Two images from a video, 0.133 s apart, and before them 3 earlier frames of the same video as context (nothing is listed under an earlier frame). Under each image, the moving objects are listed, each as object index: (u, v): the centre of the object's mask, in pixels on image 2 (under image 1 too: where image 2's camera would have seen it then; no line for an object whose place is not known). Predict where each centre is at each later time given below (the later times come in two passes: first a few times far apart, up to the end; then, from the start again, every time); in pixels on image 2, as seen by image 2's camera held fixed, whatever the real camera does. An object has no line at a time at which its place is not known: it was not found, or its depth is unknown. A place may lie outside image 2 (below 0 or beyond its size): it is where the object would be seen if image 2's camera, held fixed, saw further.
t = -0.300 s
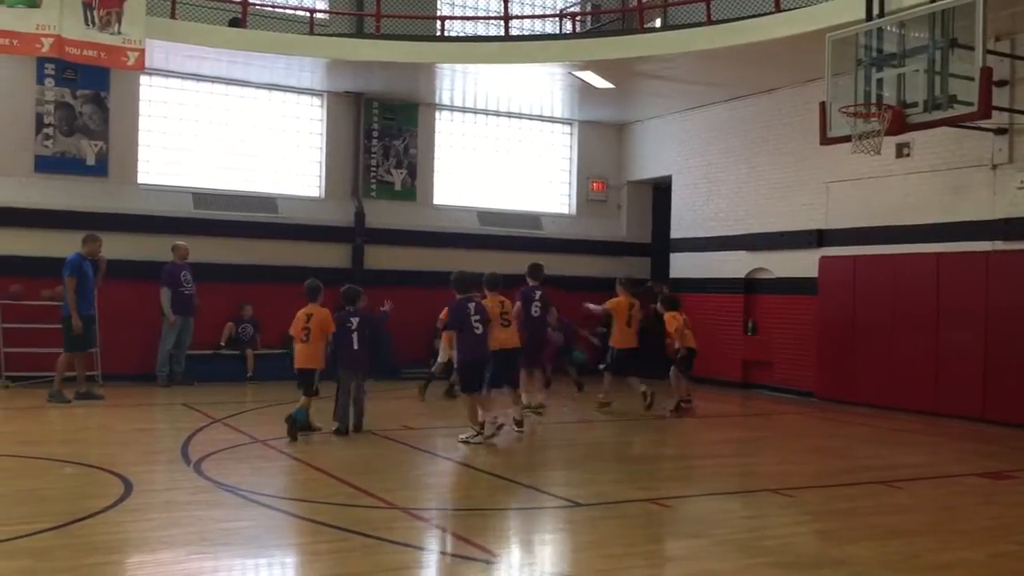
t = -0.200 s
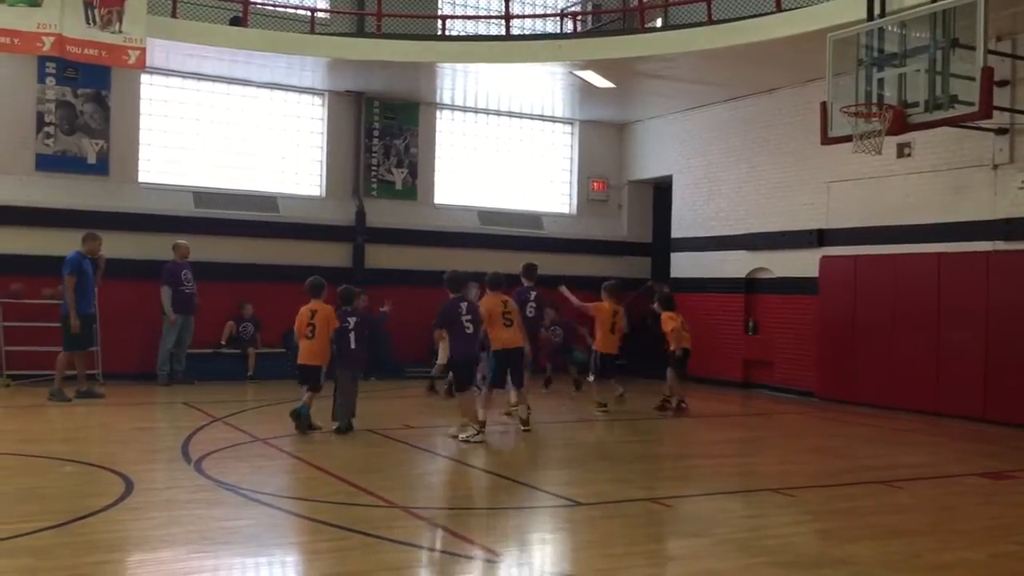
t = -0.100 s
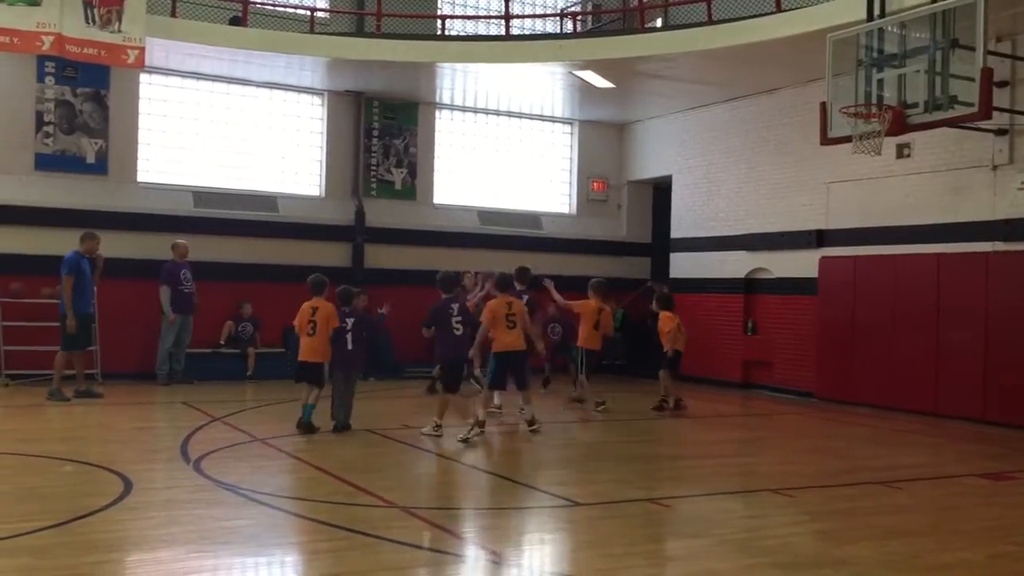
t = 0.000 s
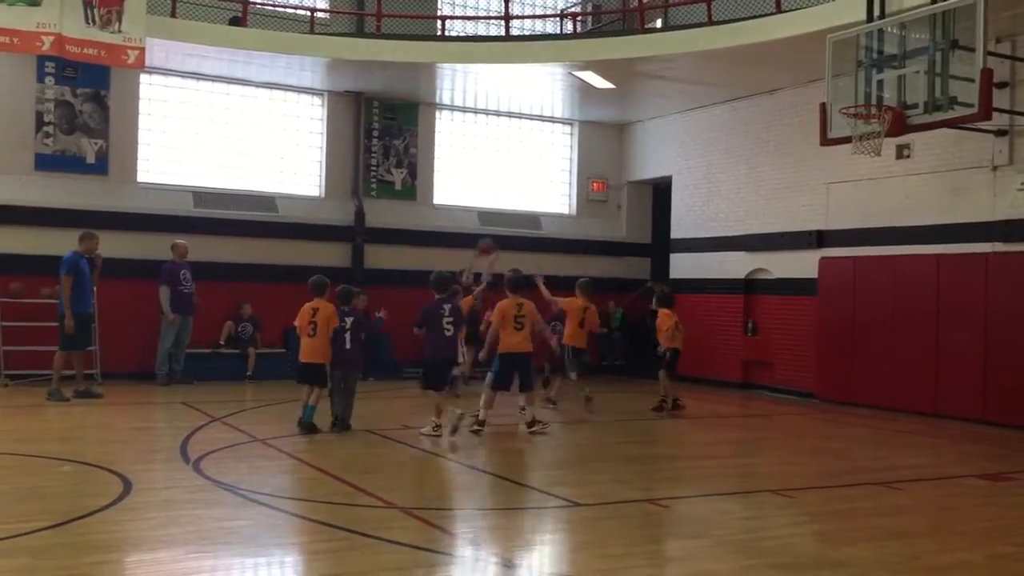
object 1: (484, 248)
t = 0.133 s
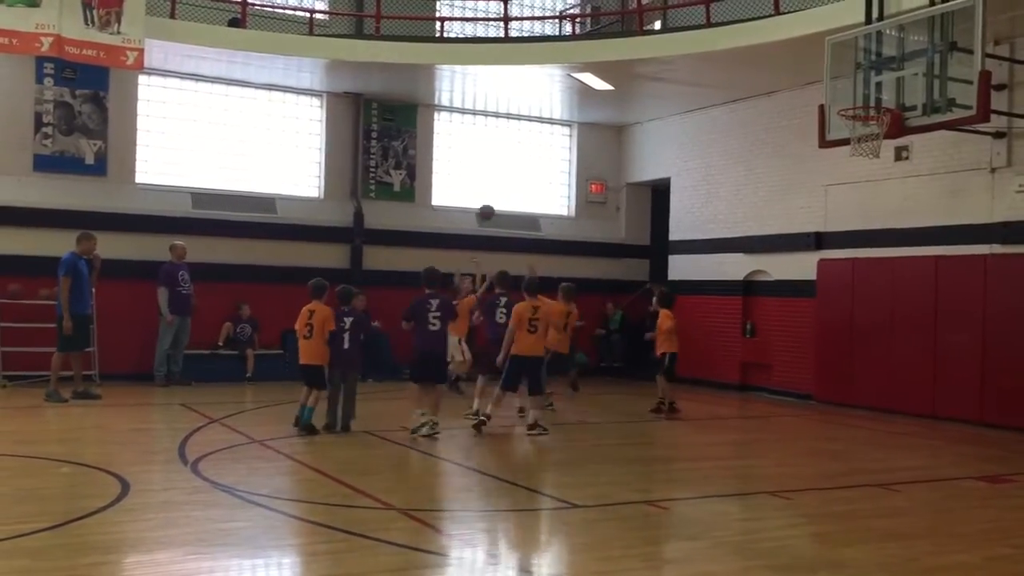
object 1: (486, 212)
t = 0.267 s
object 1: (487, 188)
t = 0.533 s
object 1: (487, 183)
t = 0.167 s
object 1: (486, 206)
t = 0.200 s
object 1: (486, 198)
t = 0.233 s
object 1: (486, 193)
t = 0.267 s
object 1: (487, 188)
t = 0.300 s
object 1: (487, 184)
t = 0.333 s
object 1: (487, 182)
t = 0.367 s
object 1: (487, 179)
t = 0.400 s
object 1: (487, 178)
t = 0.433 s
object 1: (487, 178)
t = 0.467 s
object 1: (487, 179)
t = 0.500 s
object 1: (487, 180)
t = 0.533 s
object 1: (487, 183)
